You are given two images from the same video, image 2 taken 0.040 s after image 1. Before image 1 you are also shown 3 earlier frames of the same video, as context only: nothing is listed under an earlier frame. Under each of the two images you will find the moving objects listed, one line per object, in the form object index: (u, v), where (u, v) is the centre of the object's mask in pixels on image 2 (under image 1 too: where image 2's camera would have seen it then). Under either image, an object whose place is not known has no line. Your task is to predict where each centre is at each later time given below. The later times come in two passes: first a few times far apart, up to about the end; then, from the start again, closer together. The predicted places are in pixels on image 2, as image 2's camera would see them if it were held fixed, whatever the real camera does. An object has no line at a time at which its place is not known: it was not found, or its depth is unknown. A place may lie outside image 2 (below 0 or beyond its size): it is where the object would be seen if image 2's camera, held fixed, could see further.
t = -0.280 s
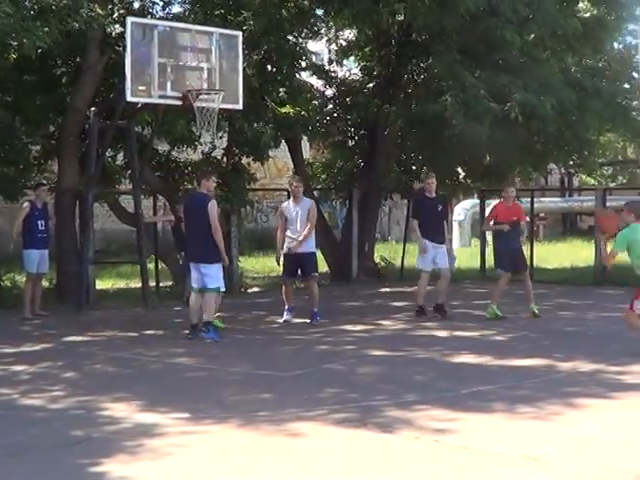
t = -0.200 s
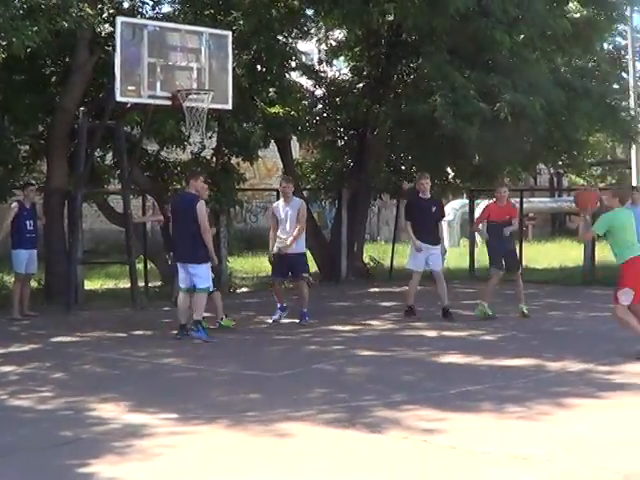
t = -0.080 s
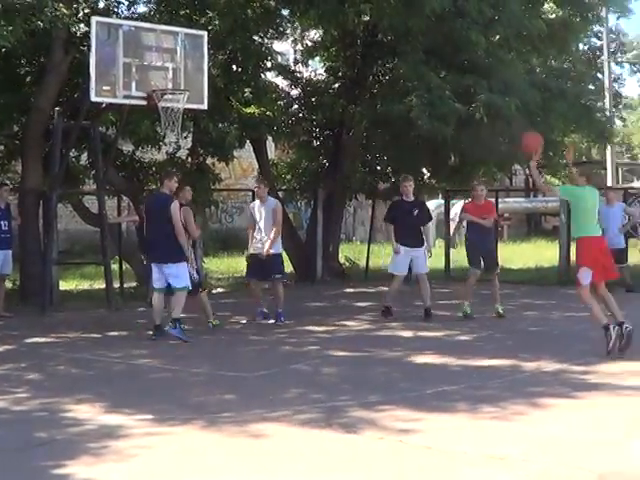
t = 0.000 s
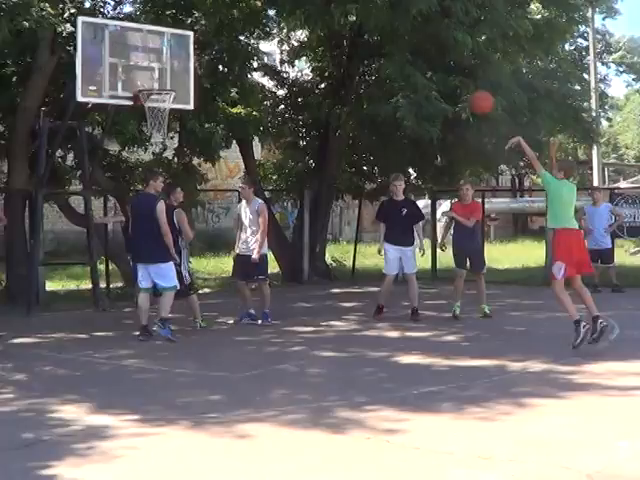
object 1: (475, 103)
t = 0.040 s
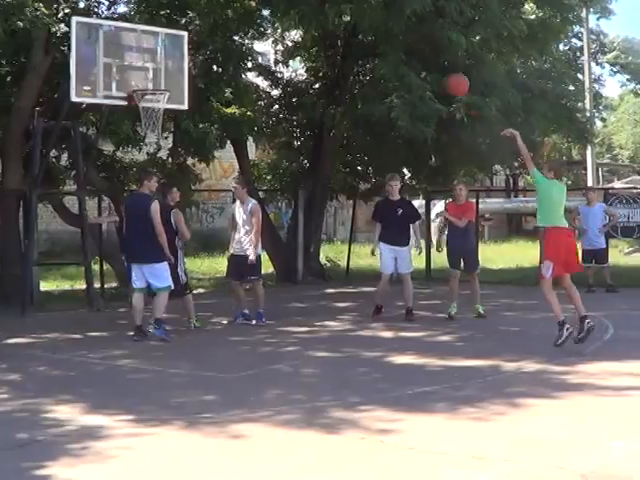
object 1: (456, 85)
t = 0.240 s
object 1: (372, 25)
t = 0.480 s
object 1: (284, 7)
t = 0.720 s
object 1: (206, 38)
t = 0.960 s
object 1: (144, 87)
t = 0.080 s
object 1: (439, 68)
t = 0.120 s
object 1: (422, 55)
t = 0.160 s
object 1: (405, 43)
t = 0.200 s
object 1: (389, 33)
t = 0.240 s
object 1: (372, 25)
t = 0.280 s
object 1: (357, 18)
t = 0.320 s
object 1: (342, 13)
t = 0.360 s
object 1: (326, 9)
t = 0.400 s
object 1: (312, 7)
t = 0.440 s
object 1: (297, 7)
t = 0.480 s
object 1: (284, 7)
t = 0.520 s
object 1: (270, 9)
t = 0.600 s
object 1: (242, 17)
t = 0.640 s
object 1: (230, 22)
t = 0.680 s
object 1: (217, 30)
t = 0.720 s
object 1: (206, 38)
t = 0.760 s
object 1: (194, 48)
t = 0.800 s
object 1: (183, 59)
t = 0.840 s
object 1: (172, 70)
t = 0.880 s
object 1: (161, 82)
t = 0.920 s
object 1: (152, 84)
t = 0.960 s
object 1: (144, 87)
